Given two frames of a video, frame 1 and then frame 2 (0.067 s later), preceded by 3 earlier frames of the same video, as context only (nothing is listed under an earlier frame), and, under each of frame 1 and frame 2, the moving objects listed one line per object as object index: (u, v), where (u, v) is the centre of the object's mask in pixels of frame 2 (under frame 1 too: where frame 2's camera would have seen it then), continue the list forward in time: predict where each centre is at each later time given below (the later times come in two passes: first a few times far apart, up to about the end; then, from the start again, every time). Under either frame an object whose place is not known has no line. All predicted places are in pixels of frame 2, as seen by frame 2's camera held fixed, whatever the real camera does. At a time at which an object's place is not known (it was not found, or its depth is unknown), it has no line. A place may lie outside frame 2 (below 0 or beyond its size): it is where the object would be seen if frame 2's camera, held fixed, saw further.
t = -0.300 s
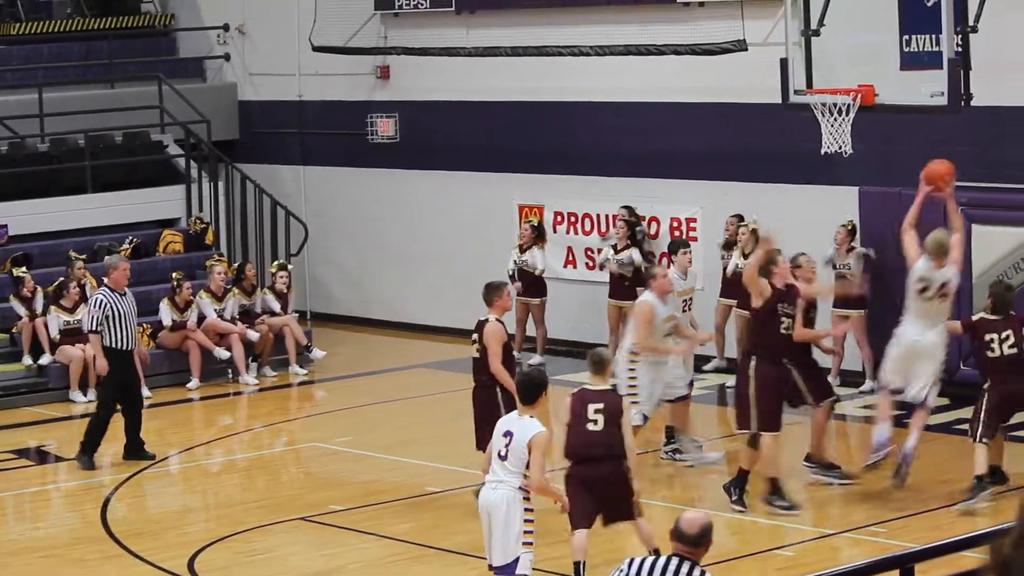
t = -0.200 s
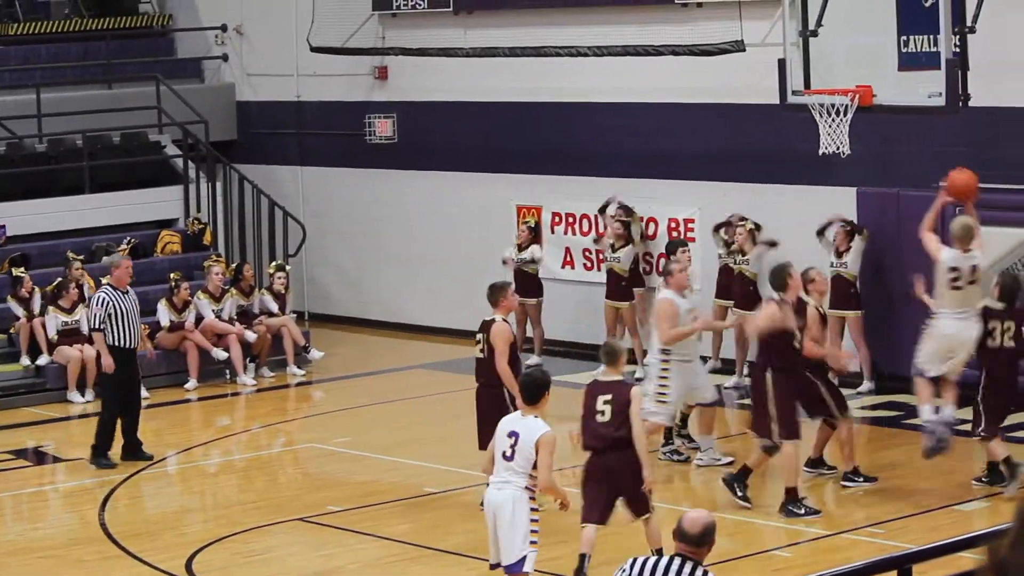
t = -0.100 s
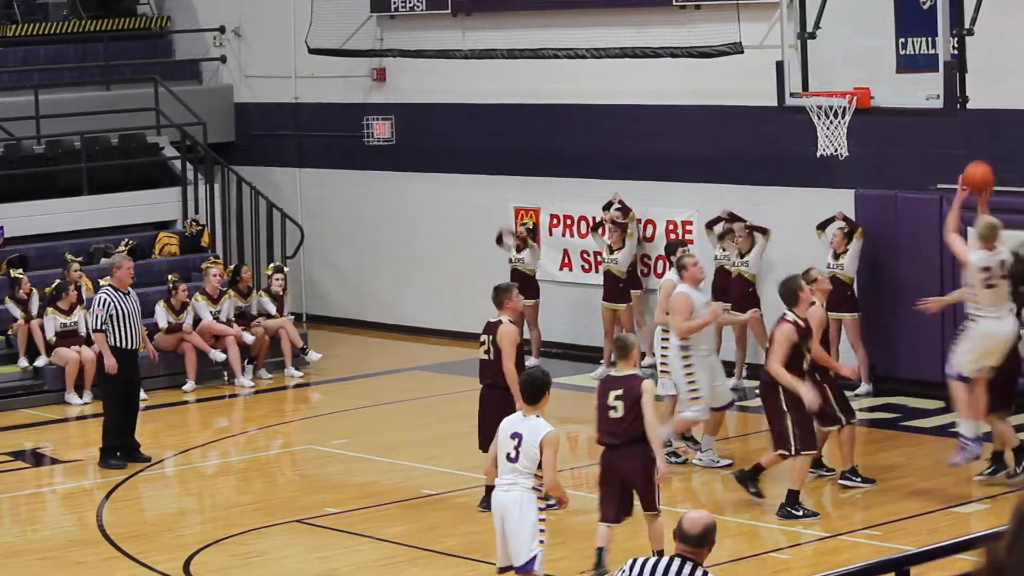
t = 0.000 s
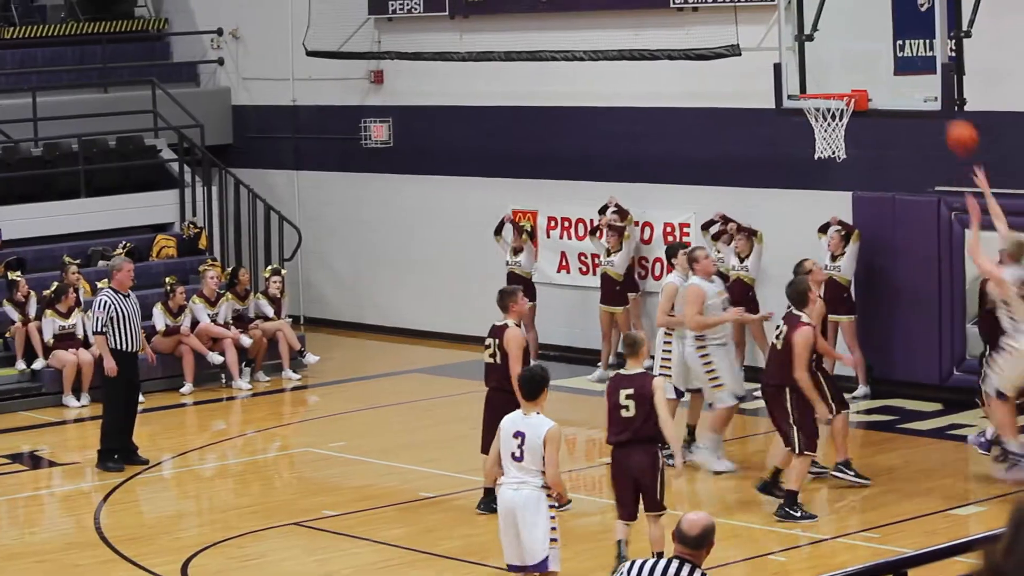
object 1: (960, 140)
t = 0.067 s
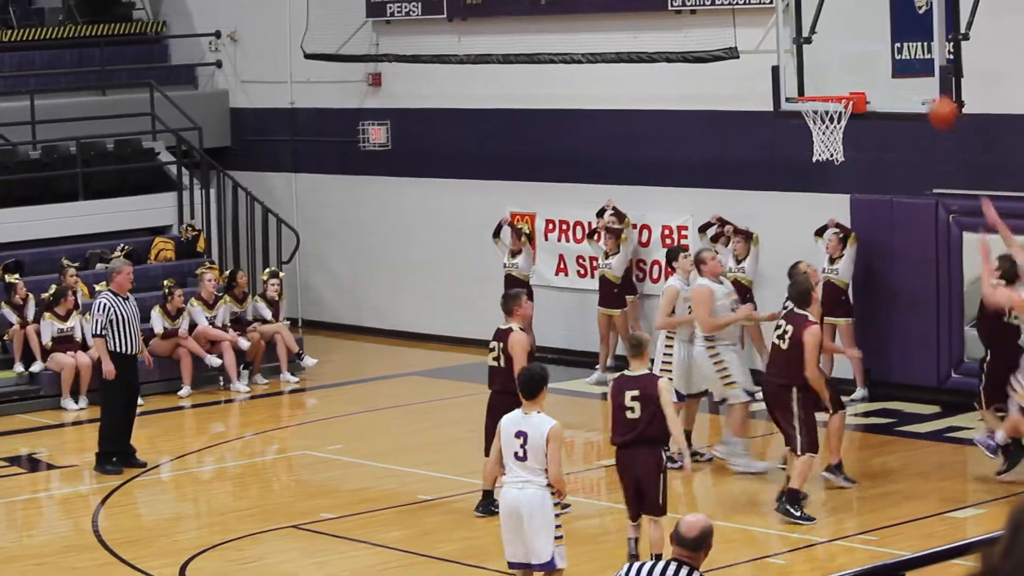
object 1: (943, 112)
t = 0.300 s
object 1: (889, 65)
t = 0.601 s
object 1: (817, 99)
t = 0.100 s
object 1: (936, 101)
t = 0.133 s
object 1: (927, 91)
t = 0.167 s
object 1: (918, 82)
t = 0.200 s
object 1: (910, 75)
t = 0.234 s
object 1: (904, 70)
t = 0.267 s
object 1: (897, 67)
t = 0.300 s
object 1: (889, 65)
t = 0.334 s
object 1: (881, 64)
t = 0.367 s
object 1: (874, 64)
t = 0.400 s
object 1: (863, 66)
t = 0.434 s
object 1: (853, 69)
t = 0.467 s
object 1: (843, 74)
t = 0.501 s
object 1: (832, 80)
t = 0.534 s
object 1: (822, 86)
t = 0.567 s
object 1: (815, 90)
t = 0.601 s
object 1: (817, 99)
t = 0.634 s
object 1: (820, 105)
